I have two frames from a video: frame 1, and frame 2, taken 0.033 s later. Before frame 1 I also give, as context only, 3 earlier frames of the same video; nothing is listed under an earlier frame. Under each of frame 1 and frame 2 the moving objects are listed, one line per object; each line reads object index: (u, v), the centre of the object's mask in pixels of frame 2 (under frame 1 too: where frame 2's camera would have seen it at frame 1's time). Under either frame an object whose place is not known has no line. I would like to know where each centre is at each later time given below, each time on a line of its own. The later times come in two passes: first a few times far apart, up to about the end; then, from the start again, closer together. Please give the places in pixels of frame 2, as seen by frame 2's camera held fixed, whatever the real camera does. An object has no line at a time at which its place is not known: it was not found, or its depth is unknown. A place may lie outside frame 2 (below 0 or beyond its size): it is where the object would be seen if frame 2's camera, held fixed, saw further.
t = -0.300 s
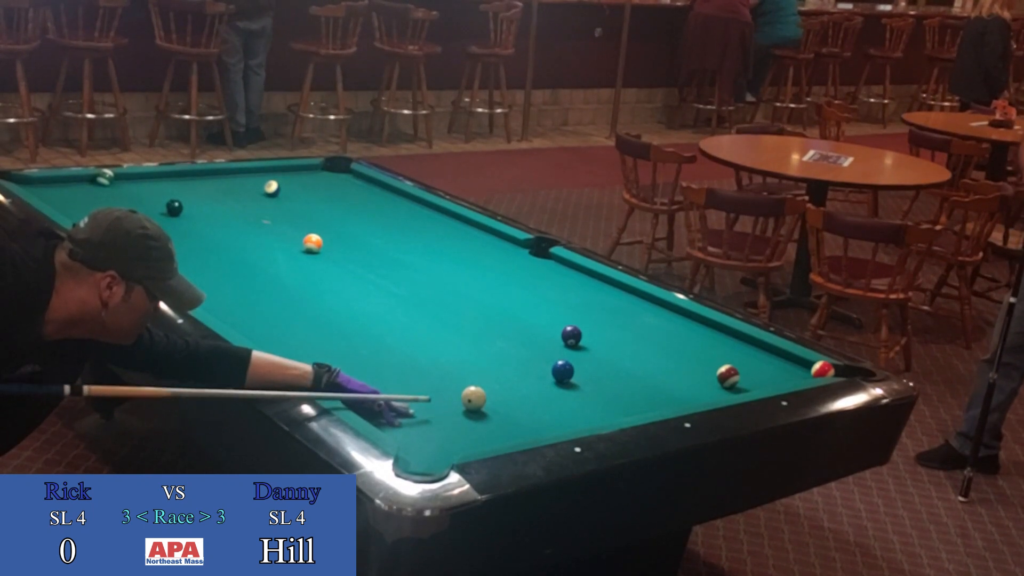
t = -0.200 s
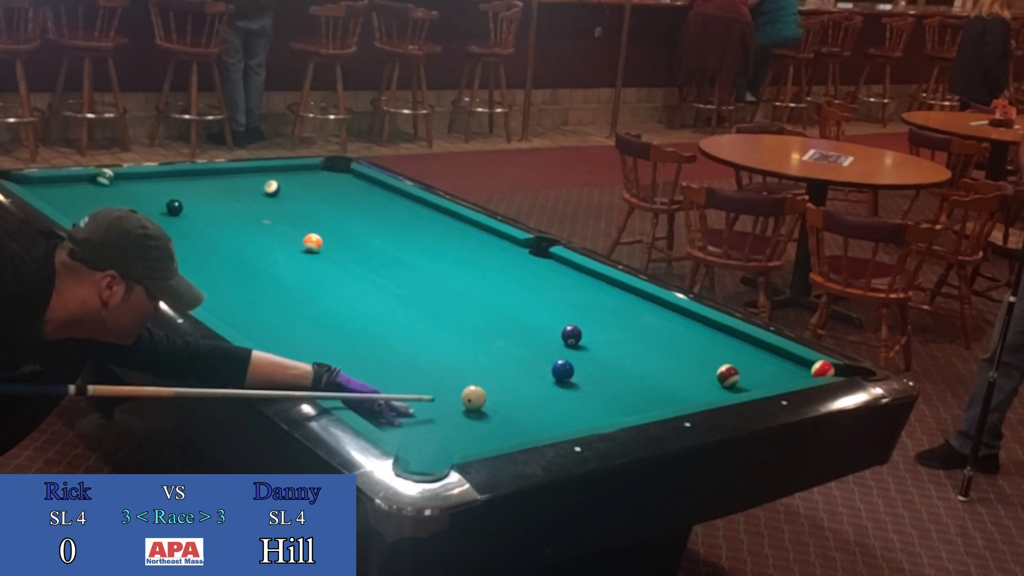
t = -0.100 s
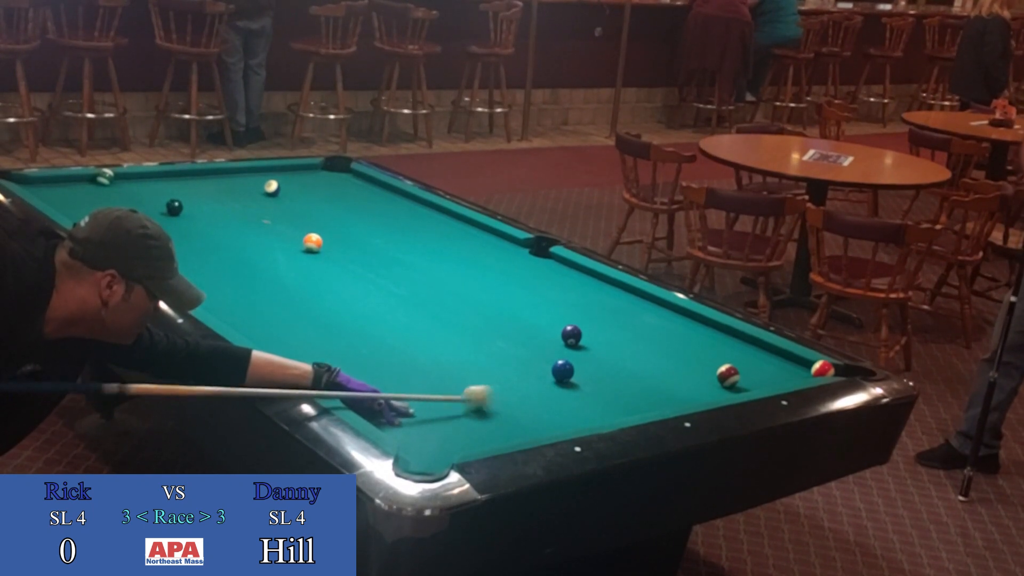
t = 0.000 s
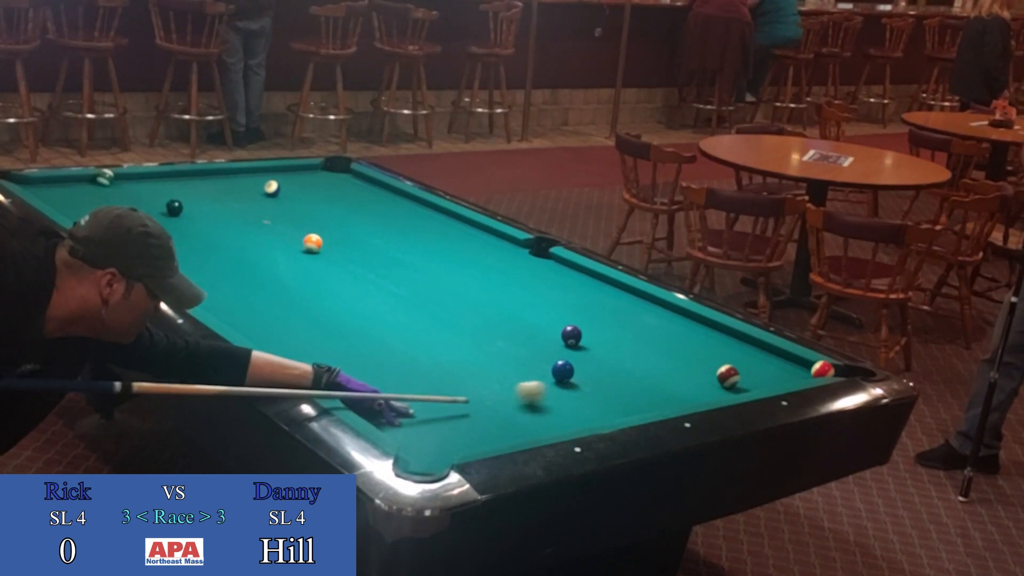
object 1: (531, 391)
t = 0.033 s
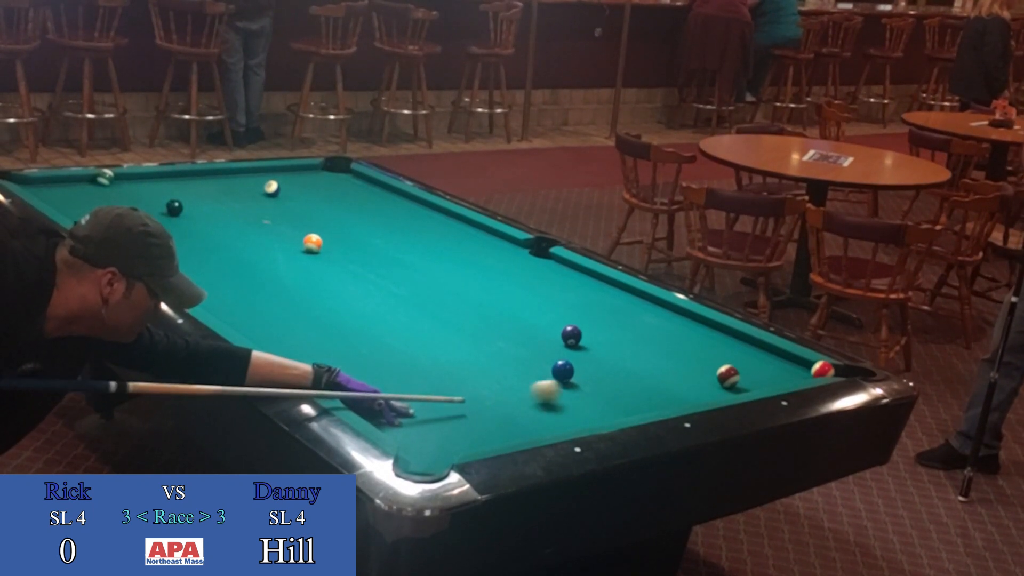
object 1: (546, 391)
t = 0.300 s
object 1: (646, 382)
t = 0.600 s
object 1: (713, 376)
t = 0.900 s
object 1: (733, 373)
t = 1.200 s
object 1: (749, 371)
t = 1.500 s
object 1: (763, 369)
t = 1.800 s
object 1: (774, 368)
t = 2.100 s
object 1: (773, 368)
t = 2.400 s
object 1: (773, 368)
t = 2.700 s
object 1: (773, 368)
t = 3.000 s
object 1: (773, 368)
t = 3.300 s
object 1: (773, 368)
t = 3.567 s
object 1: (773, 368)
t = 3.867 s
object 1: (773, 367)
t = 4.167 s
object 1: (770, 364)
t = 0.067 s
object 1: (560, 389)
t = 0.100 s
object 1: (573, 388)
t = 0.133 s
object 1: (585, 387)
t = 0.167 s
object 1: (598, 386)
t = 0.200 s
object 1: (610, 384)
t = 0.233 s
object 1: (622, 383)
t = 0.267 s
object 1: (634, 383)
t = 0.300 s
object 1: (646, 382)
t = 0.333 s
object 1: (658, 381)
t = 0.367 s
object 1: (670, 380)
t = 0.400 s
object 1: (681, 379)
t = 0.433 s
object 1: (692, 378)
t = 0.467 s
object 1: (703, 377)
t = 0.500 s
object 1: (709, 377)
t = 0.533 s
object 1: (709, 377)
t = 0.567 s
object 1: (711, 377)
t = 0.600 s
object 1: (713, 376)
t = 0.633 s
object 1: (716, 376)
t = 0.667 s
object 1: (718, 376)
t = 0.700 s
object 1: (720, 375)
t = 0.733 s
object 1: (722, 375)
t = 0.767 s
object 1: (724, 375)
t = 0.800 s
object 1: (726, 374)
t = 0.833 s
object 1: (729, 374)
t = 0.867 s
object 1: (731, 374)
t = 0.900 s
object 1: (733, 373)
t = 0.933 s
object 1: (735, 373)
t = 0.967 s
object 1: (736, 373)
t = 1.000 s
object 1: (739, 373)
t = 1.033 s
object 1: (741, 373)
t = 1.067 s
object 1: (742, 372)
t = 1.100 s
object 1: (744, 372)
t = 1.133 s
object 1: (746, 372)
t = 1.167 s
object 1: (747, 372)
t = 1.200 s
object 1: (749, 371)
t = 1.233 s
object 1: (751, 371)
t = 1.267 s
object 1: (753, 371)
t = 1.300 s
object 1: (754, 371)
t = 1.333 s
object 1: (756, 371)
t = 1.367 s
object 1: (758, 370)
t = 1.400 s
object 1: (759, 370)
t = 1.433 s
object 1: (761, 370)
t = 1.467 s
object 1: (762, 370)
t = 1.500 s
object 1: (763, 369)
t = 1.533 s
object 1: (765, 369)
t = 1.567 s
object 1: (766, 369)
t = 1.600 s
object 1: (768, 369)
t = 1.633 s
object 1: (769, 369)
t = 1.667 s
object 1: (770, 369)
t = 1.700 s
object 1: (771, 368)
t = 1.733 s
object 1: (773, 368)
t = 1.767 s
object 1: (774, 368)
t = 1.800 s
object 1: (774, 368)
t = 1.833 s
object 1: (774, 368)
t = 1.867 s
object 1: (773, 368)
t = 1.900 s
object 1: (773, 368)
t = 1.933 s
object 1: (773, 368)
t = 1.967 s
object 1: (773, 368)
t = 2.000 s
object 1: (773, 368)
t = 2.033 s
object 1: (773, 368)
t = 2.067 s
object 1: (773, 368)
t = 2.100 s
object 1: (773, 368)
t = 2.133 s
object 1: (773, 368)
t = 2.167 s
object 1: (773, 368)
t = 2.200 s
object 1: (773, 368)
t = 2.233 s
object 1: (773, 368)
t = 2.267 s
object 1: (773, 368)
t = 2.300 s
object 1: (773, 368)
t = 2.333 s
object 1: (773, 368)
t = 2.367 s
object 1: (773, 368)
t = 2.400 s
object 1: (773, 368)
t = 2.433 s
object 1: (774, 368)
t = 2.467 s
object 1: (773, 368)
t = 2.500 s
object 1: (773, 368)
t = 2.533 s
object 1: (773, 368)
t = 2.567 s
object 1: (773, 368)
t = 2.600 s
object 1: (773, 368)
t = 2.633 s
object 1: (773, 368)
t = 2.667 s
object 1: (773, 367)
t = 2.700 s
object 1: (773, 368)
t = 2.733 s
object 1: (773, 368)
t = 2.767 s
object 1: (773, 368)
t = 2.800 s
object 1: (773, 367)
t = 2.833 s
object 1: (773, 368)
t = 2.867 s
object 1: (773, 368)
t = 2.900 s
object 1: (773, 368)
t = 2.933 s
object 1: (773, 367)
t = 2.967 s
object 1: (773, 368)
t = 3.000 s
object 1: (773, 368)
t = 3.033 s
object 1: (773, 367)
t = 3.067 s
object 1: (773, 368)
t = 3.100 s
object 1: (773, 367)
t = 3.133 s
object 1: (773, 367)
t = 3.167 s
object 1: (773, 367)
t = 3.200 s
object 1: (773, 368)
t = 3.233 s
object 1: (773, 367)
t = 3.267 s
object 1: (773, 368)
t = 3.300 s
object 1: (773, 368)
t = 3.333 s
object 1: (773, 368)
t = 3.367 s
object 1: (773, 368)
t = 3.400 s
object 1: (773, 367)
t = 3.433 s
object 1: (773, 367)
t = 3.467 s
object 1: (773, 368)
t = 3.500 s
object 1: (773, 368)
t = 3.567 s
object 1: (773, 368)
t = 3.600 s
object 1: (773, 368)
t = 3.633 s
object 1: (773, 368)
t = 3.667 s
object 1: (773, 368)
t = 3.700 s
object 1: (773, 368)
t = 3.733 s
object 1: (773, 368)
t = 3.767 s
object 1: (773, 367)
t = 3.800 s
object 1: (773, 367)
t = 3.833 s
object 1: (773, 367)
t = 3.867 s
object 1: (773, 367)
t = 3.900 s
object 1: (773, 368)
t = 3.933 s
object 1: (773, 367)
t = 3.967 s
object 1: (773, 367)
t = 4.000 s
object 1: (773, 367)
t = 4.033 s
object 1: (773, 367)
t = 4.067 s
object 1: (773, 368)
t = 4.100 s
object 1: (773, 368)
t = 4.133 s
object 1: (773, 368)
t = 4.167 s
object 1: (770, 364)
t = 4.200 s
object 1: (773, 368)
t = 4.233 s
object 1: (774, 367)
